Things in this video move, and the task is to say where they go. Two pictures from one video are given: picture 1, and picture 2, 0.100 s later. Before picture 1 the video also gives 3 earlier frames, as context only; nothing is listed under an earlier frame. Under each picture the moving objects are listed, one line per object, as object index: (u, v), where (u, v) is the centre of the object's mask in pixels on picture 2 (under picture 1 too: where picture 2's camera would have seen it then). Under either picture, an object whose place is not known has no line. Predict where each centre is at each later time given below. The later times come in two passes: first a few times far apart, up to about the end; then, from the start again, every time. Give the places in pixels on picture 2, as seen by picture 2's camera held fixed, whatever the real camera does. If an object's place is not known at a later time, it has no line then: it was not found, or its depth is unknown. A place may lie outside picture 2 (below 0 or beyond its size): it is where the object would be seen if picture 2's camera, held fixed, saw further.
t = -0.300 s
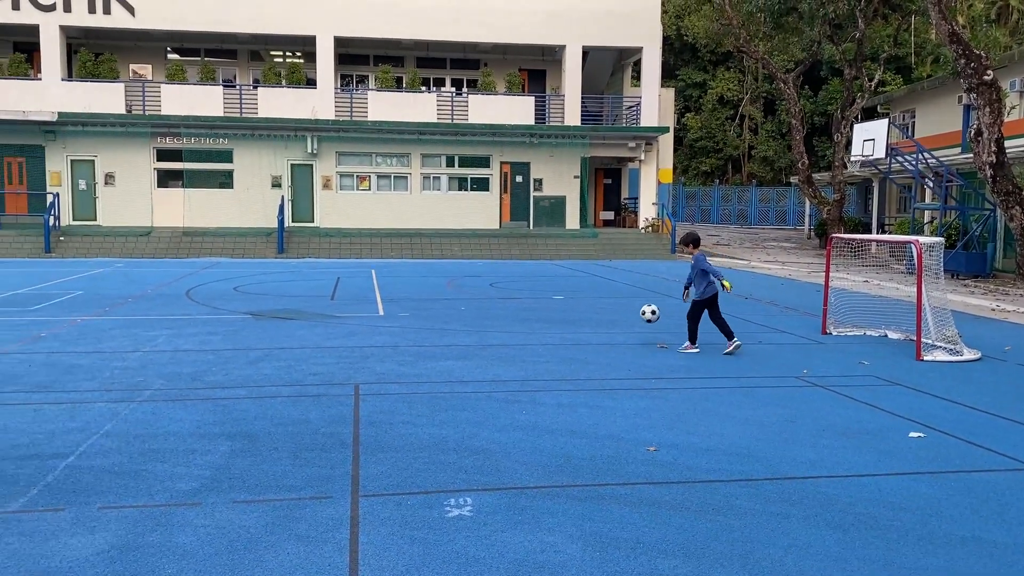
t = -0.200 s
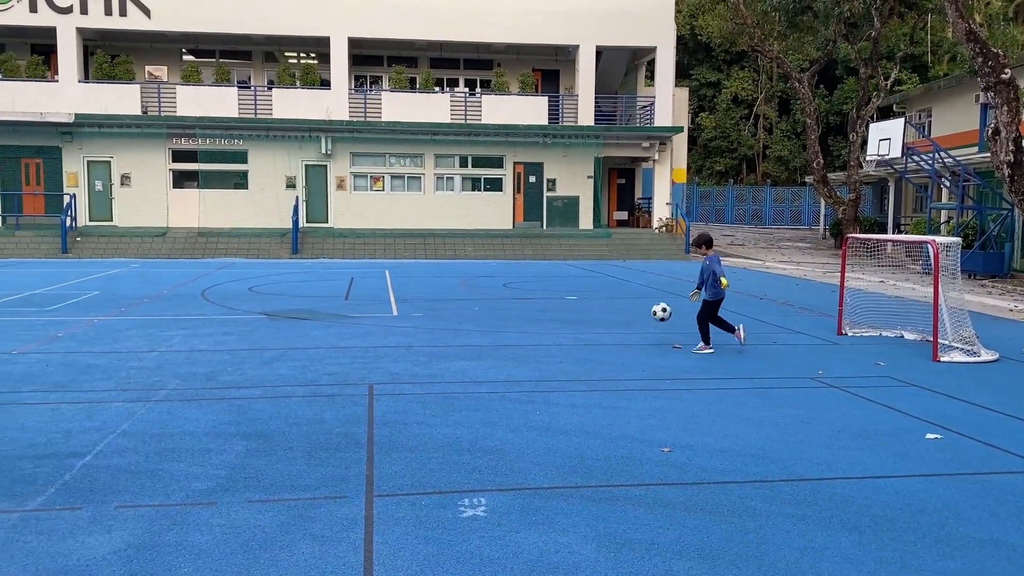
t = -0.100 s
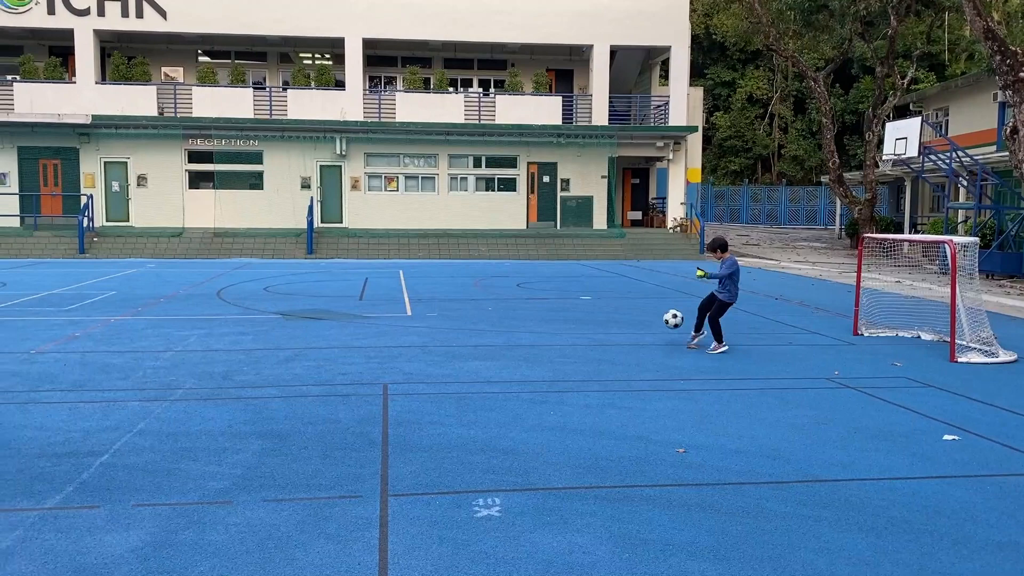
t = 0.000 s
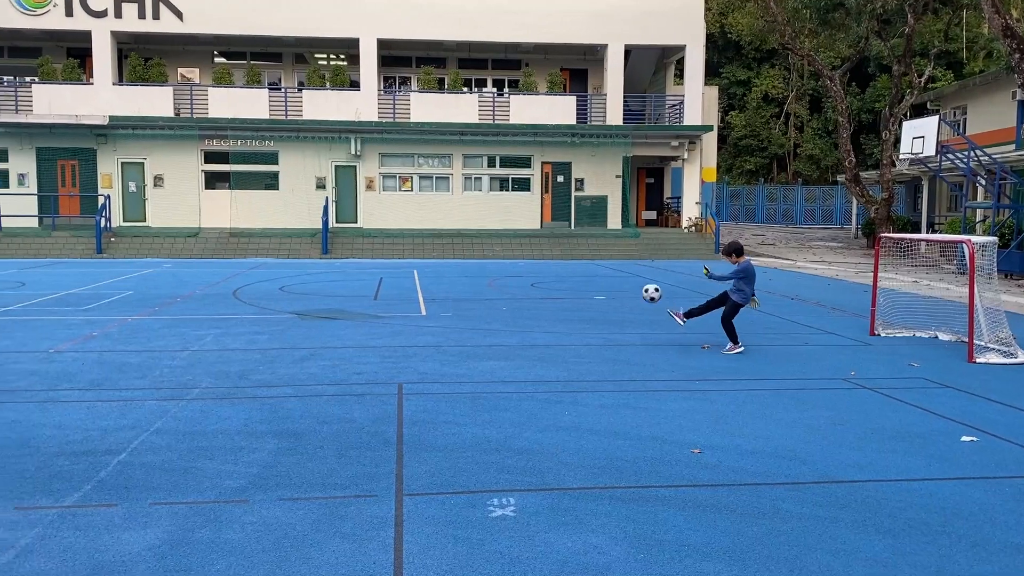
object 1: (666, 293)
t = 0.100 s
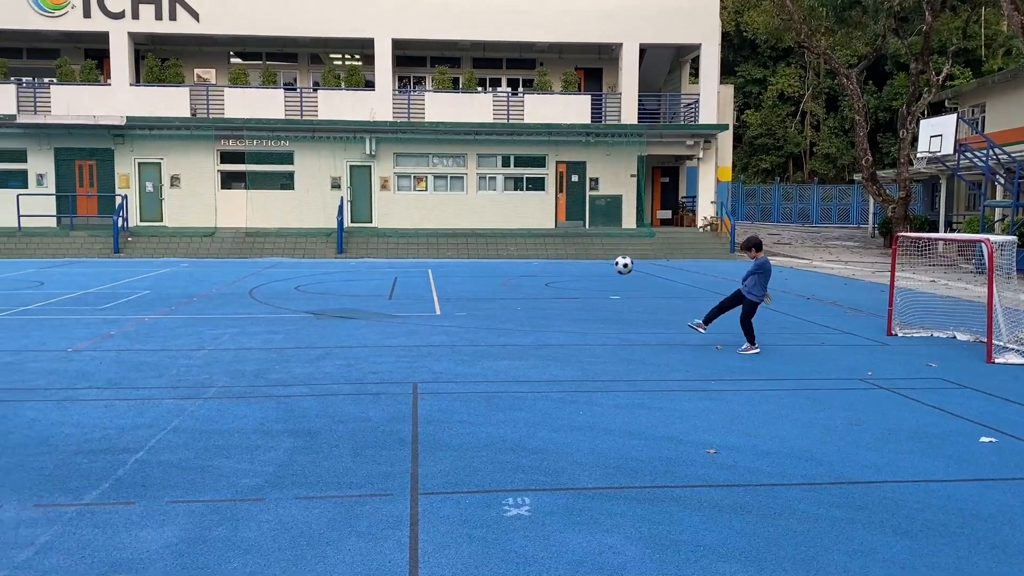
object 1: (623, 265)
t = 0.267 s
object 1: (559, 239)
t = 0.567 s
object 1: (456, 251)
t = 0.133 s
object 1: (610, 258)
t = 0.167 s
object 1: (597, 252)
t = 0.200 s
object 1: (584, 247)
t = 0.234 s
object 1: (571, 243)
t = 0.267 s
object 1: (559, 239)
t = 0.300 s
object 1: (546, 237)
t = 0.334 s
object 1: (534, 236)
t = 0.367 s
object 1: (523, 236)
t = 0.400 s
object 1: (512, 237)
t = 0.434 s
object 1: (500, 238)
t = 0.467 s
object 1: (489, 240)
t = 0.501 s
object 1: (478, 243)
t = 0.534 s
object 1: (467, 246)
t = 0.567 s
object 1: (456, 251)
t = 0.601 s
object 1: (445, 257)
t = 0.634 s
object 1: (434, 263)
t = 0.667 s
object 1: (422, 270)
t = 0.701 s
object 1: (412, 278)
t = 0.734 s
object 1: (401, 286)
